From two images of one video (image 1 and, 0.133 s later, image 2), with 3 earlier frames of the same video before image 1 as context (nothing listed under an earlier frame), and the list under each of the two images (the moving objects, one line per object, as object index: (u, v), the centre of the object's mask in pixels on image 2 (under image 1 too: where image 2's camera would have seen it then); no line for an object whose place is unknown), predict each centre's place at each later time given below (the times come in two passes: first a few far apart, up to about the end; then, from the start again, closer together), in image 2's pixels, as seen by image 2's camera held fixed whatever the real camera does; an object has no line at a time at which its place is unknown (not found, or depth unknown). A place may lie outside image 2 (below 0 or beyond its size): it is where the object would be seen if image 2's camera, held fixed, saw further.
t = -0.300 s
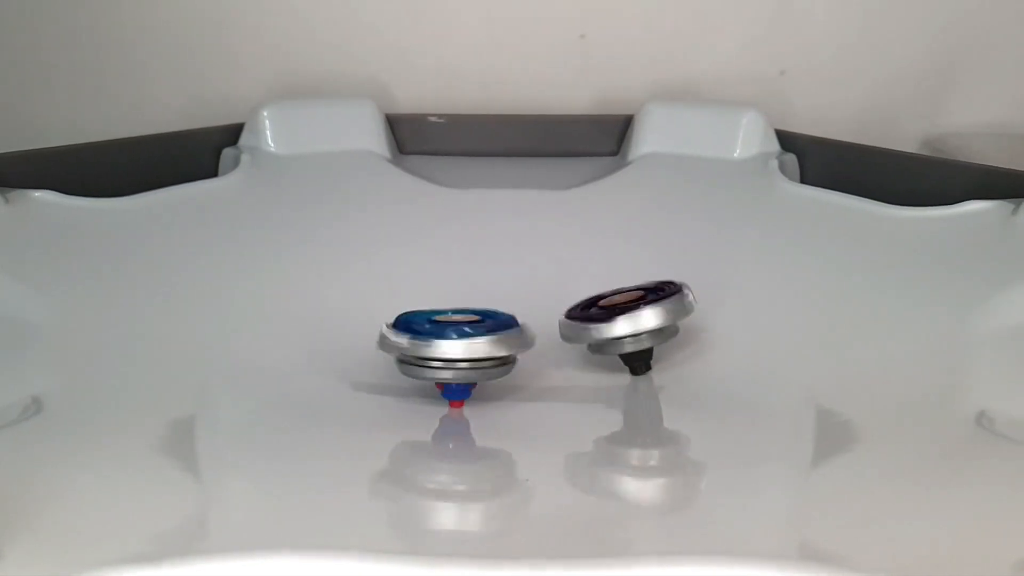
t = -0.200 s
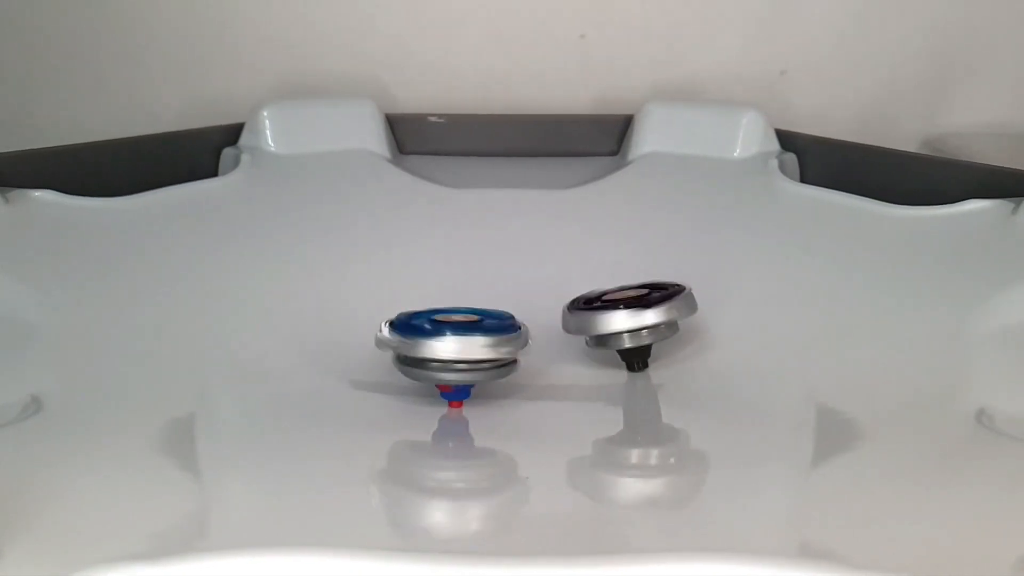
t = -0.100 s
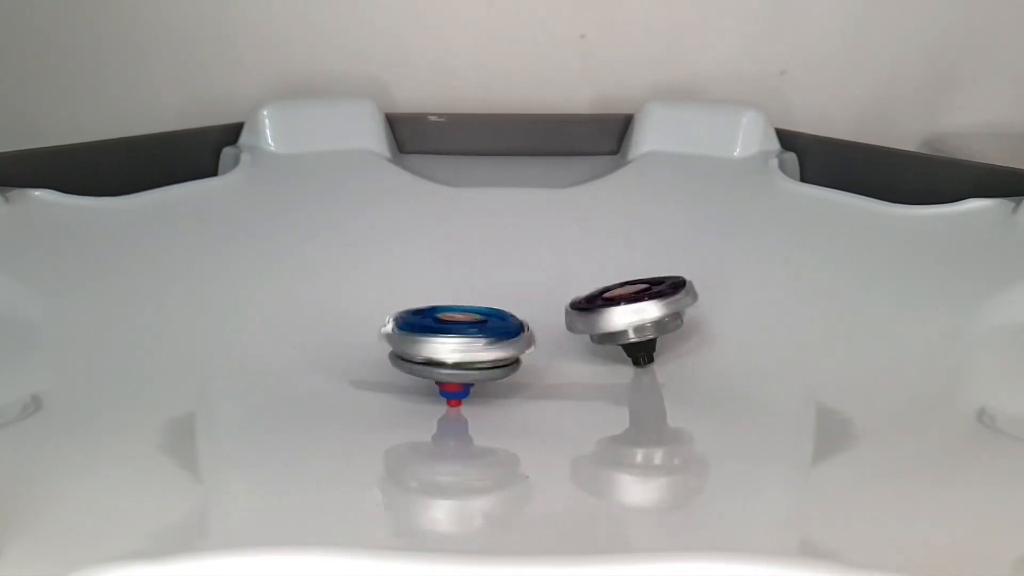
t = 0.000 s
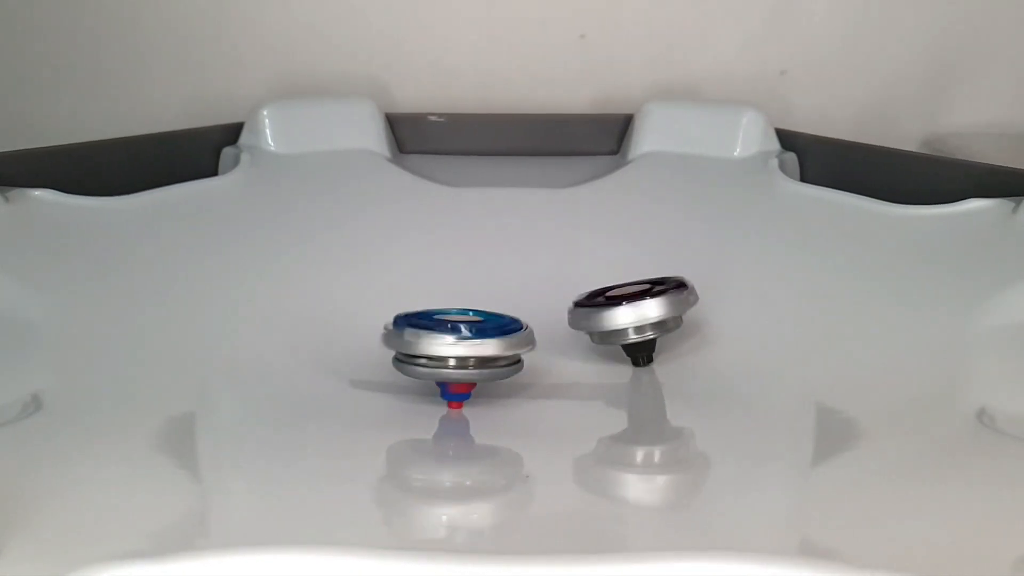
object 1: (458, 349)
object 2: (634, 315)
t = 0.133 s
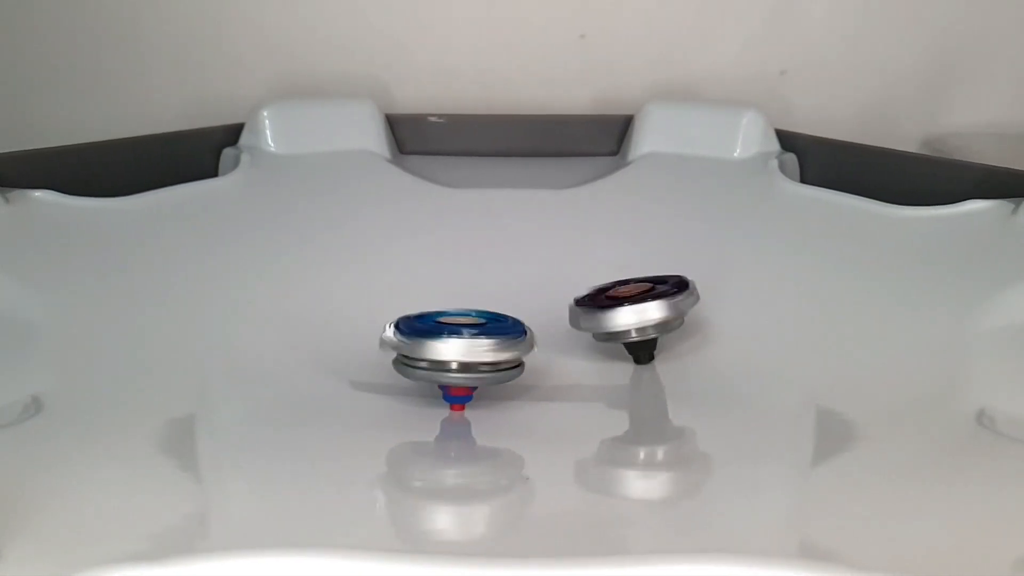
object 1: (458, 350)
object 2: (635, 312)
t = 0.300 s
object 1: (460, 351)
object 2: (634, 309)
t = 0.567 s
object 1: (466, 349)
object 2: (631, 305)
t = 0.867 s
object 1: (471, 347)
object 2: (623, 302)
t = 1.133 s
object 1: (475, 344)
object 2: (614, 300)
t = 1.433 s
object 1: (475, 337)
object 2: (602, 298)
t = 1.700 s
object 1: (472, 334)
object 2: (593, 297)
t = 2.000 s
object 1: (467, 326)
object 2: (579, 294)
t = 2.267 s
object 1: (456, 319)
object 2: (568, 293)
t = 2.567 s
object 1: (440, 309)
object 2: (552, 291)
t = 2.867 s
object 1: (421, 302)
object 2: (536, 290)
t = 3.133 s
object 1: (402, 296)
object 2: (523, 290)
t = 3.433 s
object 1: (384, 290)
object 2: (507, 289)
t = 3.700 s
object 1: (369, 287)
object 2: (496, 287)
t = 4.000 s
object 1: (350, 286)
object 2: (486, 285)
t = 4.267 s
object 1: (341, 288)
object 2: (478, 284)
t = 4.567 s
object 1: (343, 291)
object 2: (472, 284)
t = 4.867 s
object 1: (348, 296)
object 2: (468, 285)
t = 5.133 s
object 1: (362, 300)
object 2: (467, 286)
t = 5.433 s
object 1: (375, 303)
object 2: (484, 283)
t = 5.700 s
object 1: (388, 303)
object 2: (505, 278)
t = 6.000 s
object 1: (408, 303)
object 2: (529, 277)
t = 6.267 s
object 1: (427, 303)
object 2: (546, 273)
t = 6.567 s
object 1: (448, 299)
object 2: (563, 268)
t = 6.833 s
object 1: (464, 293)
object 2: (574, 264)
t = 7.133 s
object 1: (477, 285)
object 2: (588, 262)
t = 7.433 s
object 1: (485, 275)
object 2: (594, 255)
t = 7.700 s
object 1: (486, 267)
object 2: (600, 251)
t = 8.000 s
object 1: (484, 258)
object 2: (603, 246)
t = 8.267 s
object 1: (475, 252)
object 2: (605, 243)
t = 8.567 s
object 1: (466, 248)
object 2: (603, 240)
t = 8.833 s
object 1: (459, 247)
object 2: (600, 240)
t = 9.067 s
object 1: (454, 248)
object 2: (596, 241)
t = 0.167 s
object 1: (461, 351)
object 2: (635, 312)
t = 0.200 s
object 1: (459, 350)
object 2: (636, 312)
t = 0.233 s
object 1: (461, 349)
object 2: (635, 312)
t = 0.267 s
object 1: (462, 350)
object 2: (634, 311)
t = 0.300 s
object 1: (460, 351)
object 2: (634, 309)
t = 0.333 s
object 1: (462, 350)
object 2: (634, 308)
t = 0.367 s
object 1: (462, 349)
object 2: (634, 308)
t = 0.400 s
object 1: (464, 349)
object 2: (633, 308)
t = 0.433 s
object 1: (465, 349)
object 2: (634, 307)
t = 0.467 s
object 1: (463, 350)
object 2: (633, 307)
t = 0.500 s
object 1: (466, 350)
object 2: (631, 307)
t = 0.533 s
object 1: (465, 349)
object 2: (630, 306)
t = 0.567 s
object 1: (466, 349)
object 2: (631, 305)
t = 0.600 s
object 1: (467, 349)
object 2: (630, 305)
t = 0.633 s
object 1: (467, 349)
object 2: (629, 304)
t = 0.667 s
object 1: (470, 348)
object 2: (629, 305)
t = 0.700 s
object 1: (468, 348)
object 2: (628, 305)
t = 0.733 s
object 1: (470, 349)
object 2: (626, 305)
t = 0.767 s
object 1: (470, 349)
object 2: (625, 304)
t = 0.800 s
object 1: (469, 348)
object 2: (624, 302)
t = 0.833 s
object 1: (471, 347)
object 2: (624, 302)
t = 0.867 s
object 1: (471, 347)
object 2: (623, 302)
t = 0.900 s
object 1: (473, 347)
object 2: (622, 302)
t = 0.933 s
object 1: (473, 346)
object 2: (622, 302)
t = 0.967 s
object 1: (472, 345)
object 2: (620, 302)
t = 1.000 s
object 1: (475, 345)
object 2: (618, 301)
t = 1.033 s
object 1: (474, 346)
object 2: (617, 300)
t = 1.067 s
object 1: (474, 346)
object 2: (616, 299)
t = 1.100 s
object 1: (475, 345)
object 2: (615, 299)
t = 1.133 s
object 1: (475, 344)
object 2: (614, 300)
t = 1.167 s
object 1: (477, 344)
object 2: (614, 300)
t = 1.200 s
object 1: (474, 344)
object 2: (612, 300)
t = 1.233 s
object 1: (477, 344)
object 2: (610, 300)
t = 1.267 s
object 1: (476, 343)
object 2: (608, 299)
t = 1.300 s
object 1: (475, 341)
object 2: (608, 298)
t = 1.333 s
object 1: (477, 341)
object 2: (607, 297)
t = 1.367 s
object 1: (475, 341)
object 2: (606, 297)
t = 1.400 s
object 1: (478, 339)
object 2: (605, 297)
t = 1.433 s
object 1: (475, 337)
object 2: (602, 298)
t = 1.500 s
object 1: (477, 338)
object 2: (600, 297)
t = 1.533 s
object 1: (474, 337)
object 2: (600, 296)
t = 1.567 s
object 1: (475, 336)
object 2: (598, 296)
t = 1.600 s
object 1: (475, 335)
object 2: (597, 295)
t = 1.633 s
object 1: (474, 335)
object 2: (596, 296)
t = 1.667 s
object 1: (476, 335)
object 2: (596, 297)
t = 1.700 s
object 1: (472, 334)
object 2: (593, 297)
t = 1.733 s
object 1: (473, 333)
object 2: (591, 296)
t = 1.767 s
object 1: (473, 333)
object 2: (590, 295)
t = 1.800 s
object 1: (470, 331)
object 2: (589, 295)
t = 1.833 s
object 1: (471, 330)
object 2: (588, 294)
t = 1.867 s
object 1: (469, 329)
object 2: (587, 294)
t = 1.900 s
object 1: (470, 328)
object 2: (585, 295)
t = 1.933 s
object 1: (469, 327)
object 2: (584, 296)
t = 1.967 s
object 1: (466, 326)
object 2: (581, 295)
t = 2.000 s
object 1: (467, 326)
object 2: (579, 294)
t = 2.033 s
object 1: (464, 325)
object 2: (579, 293)
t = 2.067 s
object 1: (464, 324)
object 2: (577, 293)
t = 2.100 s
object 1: (463, 323)
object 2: (576, 293)
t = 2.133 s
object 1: (461, 322)
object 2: (575, 294)
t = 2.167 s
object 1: (462, 321)
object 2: (574, 295)
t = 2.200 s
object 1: (457, 320)
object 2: (571, 294)
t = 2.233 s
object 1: (457, 319)
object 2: (569, 294)
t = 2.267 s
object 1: (456, 319)
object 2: (568, 293)
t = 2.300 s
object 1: (453, 318)
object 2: (566, 293)
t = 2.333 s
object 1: (453, 317)
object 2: (565, 292)
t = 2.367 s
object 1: (449, 315)
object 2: (563, 292)
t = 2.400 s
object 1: (450, 314)
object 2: (562, 293)
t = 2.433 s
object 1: (449, 313)
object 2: (559, 294)
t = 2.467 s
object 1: (444, 312)
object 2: (556, 293)
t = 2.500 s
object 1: (445, 312)
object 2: (555, 292)
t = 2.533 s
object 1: (441, 311)
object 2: (554, 291)
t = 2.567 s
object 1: (440, 309)
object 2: (552, 291)
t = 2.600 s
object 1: (439, 309)
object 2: (550, 291)
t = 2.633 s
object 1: (436, 308)
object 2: (549, 292)
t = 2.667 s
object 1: (436, 307)
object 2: (547, 293)
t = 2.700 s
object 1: (433, 306)
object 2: (544, 292)
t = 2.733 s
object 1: (429, 306)
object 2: (542, 292)
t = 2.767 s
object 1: (428, 305)
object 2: (541, 291)
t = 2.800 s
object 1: (424, 304)
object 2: (539, 290)
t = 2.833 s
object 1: (423, 303)
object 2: (538, 290)
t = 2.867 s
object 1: (421, 302)
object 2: (536, 290)
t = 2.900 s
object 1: (418, 301)
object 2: (535, 291)
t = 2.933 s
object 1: (418, 300)
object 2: (532, 292)
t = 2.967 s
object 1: (413, 299)
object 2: (529, 290)
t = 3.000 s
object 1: (412, 299)
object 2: (529, 290)
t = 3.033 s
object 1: (409, 298)
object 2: (527, 289)
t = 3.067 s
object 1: (406, 297)
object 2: (526, 289)
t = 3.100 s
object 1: (406, 297)
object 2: (524, 289)
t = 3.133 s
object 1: (402, 296)
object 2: (523, 290)
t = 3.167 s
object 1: (401, 295)
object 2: (520, 291)
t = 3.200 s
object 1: (399, 295)
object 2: (518, 290)
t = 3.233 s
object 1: (394, 294)
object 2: (517, 289)
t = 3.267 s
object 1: (394, 294)
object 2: (516, 289)
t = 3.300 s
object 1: (390, 293)
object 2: (514, 288)
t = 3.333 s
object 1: (389, 292)
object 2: (513, 288)
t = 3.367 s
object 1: (388, 292)
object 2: (511, 289)
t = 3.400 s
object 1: (384, 291)
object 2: (509, 290)
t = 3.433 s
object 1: (384, 290)
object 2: (507, 289)
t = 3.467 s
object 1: (380, 290)
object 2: (505, 288)
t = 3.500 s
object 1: (377, 290)
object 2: (505, 287)
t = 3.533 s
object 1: (377, 290)
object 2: (504, 287)
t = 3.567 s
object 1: (373, 289)
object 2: (502, 287)
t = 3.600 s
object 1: (373, 288)
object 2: (501, 287)
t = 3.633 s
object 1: (371, 288)
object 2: (500, 288)
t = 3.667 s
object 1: (368, 288)
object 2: (498, 288)
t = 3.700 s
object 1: (369, 287)
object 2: (496, 287)
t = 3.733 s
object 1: (363, 287)
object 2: (495, 287)
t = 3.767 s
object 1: (362, 288)
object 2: (494, 286)
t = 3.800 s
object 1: (361, 288)
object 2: (493, 286)
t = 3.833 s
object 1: (358, 287)
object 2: (492, 286)
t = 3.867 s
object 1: (358, 287)
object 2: (491, 287)
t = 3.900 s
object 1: (356, 287)
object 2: (489, 287)
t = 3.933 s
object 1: (355, 286)
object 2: (487, 287)
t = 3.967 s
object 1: (354, 286)
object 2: (486, 286)
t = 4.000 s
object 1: (350, 286)
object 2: (486, 285)
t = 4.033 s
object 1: (350, 287)
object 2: (485, 285)
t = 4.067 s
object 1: (348, 287)
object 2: (483, 285)
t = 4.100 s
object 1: (347, 286)
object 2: (483, 285)
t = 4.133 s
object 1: (347, 287)
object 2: (481, 286)
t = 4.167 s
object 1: (344, 287)
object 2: (480, 286)
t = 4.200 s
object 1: (345, 287)
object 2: (479, 285)
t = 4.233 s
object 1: (344, 288)
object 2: (478, 285)
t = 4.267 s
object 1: (341, 288)
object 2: (478, 284)
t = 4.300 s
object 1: (343, 289)
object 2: (477, 284)
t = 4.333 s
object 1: (342, 289)
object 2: (477, 284)
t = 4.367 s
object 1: (340, 288)
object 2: (476, 285)
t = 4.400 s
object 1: (341, 289)
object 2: (474, 286)
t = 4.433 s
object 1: (340, 289)
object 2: (473, 285)
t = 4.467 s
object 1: (343, 290)
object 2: (473, 284)
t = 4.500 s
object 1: (342, 291)
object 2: (473, 284)
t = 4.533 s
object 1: (340, 290)
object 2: (472, 284)
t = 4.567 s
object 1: (343, 291)
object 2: (472, 284)
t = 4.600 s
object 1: (341, 292)
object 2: (472, 284)
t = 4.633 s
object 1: (342, 292)
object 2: (470, 285)
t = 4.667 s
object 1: (344, 293)
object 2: (469, 285)
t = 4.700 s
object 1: (343, 293)
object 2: (469, 284)
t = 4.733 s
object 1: (346, 293)
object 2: (469, 284)
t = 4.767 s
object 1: (344, 294)
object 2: (469, 284)
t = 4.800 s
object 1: (345, 295)
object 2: (468, 283)
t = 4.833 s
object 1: (348, 296)
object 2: (468, 284)
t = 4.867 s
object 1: (348, 296)
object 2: (468, 285)
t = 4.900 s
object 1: (350, 295)
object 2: (467, 286)
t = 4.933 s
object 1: (352, 297)
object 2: (466, 285)
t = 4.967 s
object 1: (352, 297)
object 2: (466, 284)
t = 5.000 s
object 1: (357, 297)
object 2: (467, 284)
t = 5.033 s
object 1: (357, 297)
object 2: (467, 284)
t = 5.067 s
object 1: (358, 298)
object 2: (468, 284)
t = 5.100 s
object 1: (361, 300)
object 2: (467, 285)
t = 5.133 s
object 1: (362, 300)
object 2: (467, 286)
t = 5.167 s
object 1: (364, 300)
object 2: (466, 285)
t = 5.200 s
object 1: (366, 300)
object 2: (468, 284)
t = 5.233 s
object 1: (366, 300)
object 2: (470, 283)
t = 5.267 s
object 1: (370, 302)
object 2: (472, 283)
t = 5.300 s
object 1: (368, 302)
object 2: (474, 282)
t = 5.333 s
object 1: (370, 301)
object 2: (478, 282)
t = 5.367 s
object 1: (373, 302)
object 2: (480, 282)
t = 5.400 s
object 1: (372, 302)
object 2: (483, 282)
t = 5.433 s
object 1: (375, 303)
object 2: (484, 283)
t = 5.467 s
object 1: (376, 302)
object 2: (488, 283)
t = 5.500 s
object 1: (376, 302)
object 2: (492, 282)
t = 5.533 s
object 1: (380, 303)
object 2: (494, 280)
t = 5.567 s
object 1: (381, 304)
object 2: (496, 280)
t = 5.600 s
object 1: (382, 304)
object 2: (499, 281)
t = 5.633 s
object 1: (386, 304)
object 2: (502, 280)
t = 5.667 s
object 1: (386, 304)
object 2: (504, 279)
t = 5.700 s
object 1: (388, 303)
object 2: (505, 278)
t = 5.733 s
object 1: (391, 304)
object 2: (509, 280)
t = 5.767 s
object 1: (391, 304)
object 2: (511, 280)
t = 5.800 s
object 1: (394, 303)
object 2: (514, 279)
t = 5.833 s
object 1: (398, 303)
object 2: (517, 278)
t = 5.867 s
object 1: (397, 303)
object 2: (519, 278)
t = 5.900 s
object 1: (401, 304)
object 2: (521, 279)
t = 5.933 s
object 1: (403, 305)
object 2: (523, 278)
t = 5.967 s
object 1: (404, 304)
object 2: (527, 278)
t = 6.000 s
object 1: (408, 303)
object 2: (529, 277)
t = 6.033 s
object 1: (409, 304)
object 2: (530, 275)
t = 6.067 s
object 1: (411, 304)
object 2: (534, 276)
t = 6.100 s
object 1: (416, 305)
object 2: (536, 276)
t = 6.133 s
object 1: (417, 304)
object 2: (538, 275)
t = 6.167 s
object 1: (419, 303)
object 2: (539, 275)
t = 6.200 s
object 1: (423, 303)
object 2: (541, 275)
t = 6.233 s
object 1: (424, 304)
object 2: (543, 274)
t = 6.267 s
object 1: (427, 303)
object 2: (546, 273)
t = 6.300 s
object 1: (429, 302)
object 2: (549, 273)
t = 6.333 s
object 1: (430, 301)
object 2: (550, 272)
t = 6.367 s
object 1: (434, 301)
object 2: (551, 272)
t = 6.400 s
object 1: (436, 302)
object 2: (553, 272)
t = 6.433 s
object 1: (436, 301)
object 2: (555, 272)
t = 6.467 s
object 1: (441, 301)
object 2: (557, 271)
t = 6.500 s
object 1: (443, 301)
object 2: (559, 270)
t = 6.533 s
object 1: (444, 300)
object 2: (563, 270)
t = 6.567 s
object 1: (448, 299)
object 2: (563, 268)
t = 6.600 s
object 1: (449, 298)
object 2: (564, 268)
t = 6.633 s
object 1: (451, 297)
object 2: (567, 269)
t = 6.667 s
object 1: (455, 297)
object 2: (567, 268)
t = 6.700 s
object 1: (455, 297)
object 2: (568, 267)
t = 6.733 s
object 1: (458, 296)
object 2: (570, 267)
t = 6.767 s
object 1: (460, 295)
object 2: (573, 267)
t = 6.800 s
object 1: (461, 294)
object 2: (573, 265)
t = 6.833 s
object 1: (464, 293)
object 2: (574, 264)
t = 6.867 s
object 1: (465, 293)
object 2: (578, 265)
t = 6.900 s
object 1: (465, 291)
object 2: (579, 265)
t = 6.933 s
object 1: (469, 290)
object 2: (578, 264)
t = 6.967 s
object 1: (470, 290)
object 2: (582, 265)
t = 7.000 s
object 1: (471, 289)
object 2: (583, 264)
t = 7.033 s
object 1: (474, 288)
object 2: (584, 263)
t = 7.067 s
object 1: (474, 287)
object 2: (586, 262)
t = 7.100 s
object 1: (474, 286)
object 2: (584, 260)
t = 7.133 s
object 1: (477, 285)
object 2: (588, 262)
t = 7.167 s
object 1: (477, 284)
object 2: (589, 262)
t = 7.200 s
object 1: (479, 282)
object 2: (590, 261)
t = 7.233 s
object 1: (481, 281)
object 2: (588, 258)
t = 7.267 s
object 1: (480, 281)
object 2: (592, 259)
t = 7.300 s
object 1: (482, 279)
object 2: (593, 259)
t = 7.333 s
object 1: (483, 279)
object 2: (591, 256)
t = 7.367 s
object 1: (482, 277)
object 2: (592, 255)
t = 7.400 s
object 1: (484, 276)
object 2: (595, 256)
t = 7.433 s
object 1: (485, 275)
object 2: (594, 255)
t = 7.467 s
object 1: (484, 273)
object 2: (594, 255)
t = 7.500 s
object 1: (486, 273)
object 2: (595, 254)
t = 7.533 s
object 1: (485, 272)
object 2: (597, 254)
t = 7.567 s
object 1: (485, 271)
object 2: (598, 252)
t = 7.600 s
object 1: (487, 271)
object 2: (598, 252)
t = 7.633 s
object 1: (486, 270)
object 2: (599, 251)
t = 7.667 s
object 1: (485, 268)
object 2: (599, 251)
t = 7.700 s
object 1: (486, 267)
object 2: (600, 251)
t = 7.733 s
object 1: (485, 266)
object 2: (600, 250)
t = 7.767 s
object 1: (486, 265)
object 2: (600, 250)
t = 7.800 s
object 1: (486, 264)
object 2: (601, 249)
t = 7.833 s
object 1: (484, 263)
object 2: (602, 248)
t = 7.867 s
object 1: (485, 262)
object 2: (603, 247)
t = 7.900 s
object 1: (485, 262)
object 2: (603, 247)
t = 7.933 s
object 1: (483, 260)
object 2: (603, 247)
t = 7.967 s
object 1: (484, 259)
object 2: (604, 247)
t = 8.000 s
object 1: (484, 258)
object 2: (603, 246)
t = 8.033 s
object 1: (482, 258)
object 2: (604, 246)
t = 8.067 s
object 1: (483, 257)
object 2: (604, 245)
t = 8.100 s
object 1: (481, 256)
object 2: (605, 244)
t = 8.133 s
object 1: (479, 255)
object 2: (604, 243)
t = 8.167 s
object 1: (481, 255)
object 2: (605, 243)
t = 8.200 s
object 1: (479, 255)
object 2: (604, 243)
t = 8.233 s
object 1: (477, 253)
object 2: (605, 243)
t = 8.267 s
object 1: (475, 252)
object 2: (605, 243)
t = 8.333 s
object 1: (474, 251)
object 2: (604, 242)
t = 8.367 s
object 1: (475, 251)
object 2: (605, 241)
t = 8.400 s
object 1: (471, 250)
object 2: (604, 240)
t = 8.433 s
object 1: (471, 249)
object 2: (604, 241)
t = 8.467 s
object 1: (471, 250)
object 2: (604, 241)
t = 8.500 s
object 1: (468, 249)
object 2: (604, 241)
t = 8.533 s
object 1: (468, 249)
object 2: (603, 241)
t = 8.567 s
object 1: (466, 248)
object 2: (603, 240)
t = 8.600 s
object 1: (464, 247)
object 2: (602, 240)
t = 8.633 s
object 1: (465, 247)
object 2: (602, 240)
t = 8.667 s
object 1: (464, 248)
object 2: (602, 239)
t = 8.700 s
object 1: (461, 248)
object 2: (602, 240)
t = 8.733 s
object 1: (462, 248)
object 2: (601, 240)
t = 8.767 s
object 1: (461, 248)
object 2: (601, 240)
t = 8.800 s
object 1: (459, 247)
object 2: (600, 240)
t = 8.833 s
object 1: (459, 247)
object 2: (600, 240)
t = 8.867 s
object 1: (458, 247)
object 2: (600, 240)
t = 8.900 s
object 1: (456, 247)
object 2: (599, 240)
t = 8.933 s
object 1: (458, 247)
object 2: (599, 239)
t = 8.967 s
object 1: (456, 247)
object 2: (599, 240)
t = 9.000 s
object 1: (454, 247)
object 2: (598, 240)
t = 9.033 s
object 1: (455, 248)
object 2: (597, 241)
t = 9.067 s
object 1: (454, 248)
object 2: (596, 241)
